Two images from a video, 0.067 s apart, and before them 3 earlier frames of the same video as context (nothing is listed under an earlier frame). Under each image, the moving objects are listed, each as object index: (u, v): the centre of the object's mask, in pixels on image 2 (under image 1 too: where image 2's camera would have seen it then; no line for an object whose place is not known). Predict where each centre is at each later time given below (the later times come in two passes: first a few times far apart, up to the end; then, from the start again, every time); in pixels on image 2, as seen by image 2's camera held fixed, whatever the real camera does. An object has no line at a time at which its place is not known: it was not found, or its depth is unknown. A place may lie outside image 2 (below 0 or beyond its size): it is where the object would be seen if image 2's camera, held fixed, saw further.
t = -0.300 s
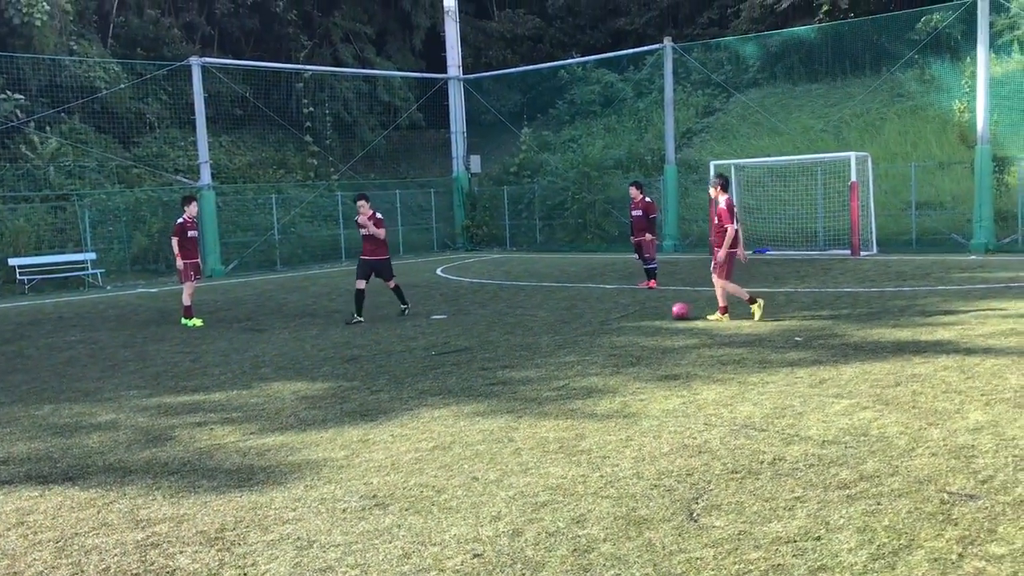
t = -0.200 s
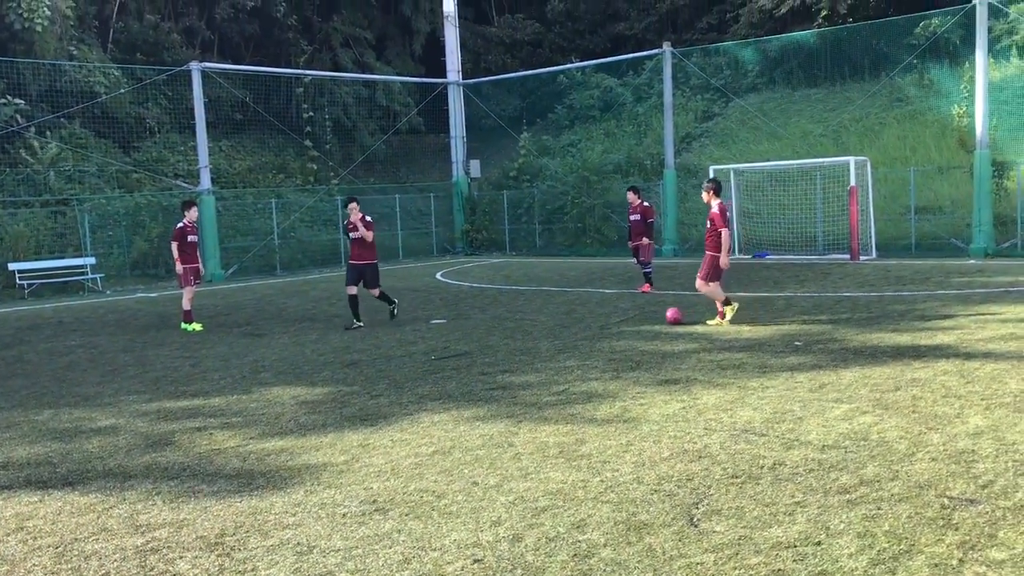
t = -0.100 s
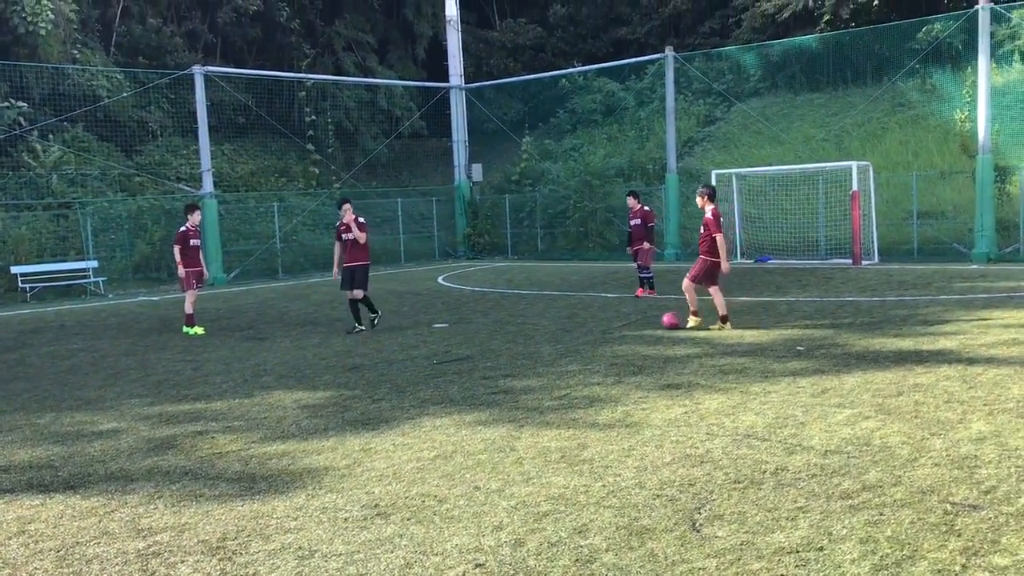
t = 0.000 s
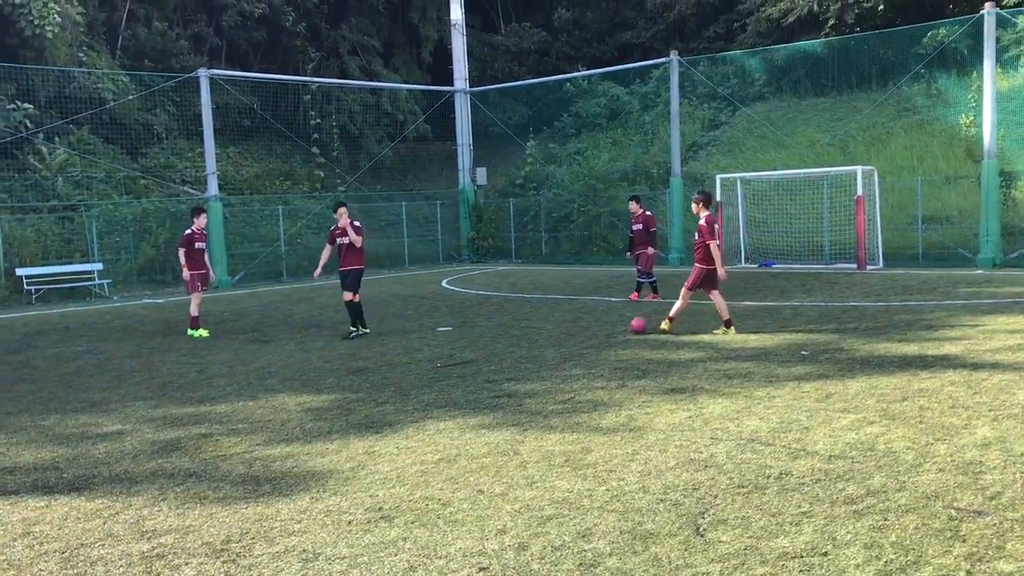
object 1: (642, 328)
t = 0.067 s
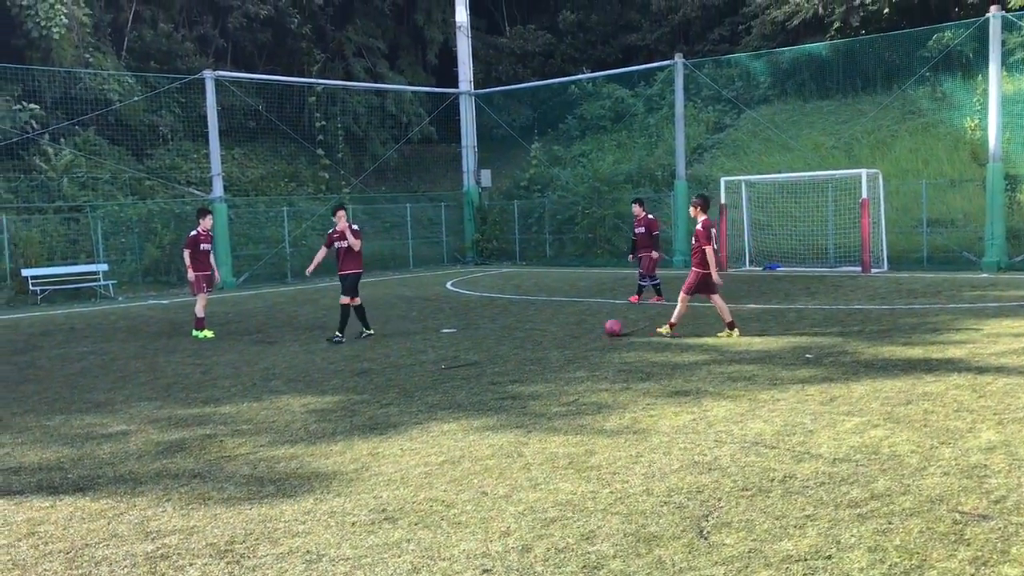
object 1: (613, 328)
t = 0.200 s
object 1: (563, 327)
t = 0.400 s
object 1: (502, 328)
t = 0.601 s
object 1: (450, 328)
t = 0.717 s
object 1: (422, 328)
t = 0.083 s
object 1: (605, 328)
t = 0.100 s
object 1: (599, 328)
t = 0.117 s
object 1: (593, 327)
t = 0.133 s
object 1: (586, 327)
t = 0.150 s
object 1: (580, 328)
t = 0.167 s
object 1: (574, 328)
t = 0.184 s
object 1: (568, 327)
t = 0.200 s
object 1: (563, 327)
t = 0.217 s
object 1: (557, 328)
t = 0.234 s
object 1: (551, 328)
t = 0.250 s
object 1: (546, 328)
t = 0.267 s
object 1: (541, 328)
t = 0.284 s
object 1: (536, 327)
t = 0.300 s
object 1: (531, 327)
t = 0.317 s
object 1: (527, 327)
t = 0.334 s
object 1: (522, 328)
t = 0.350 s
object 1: (517, 328)
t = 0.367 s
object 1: (512, 328)
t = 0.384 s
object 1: (508, 328)
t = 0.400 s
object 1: (502, 328)
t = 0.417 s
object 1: (498, 328)
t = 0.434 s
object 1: (494, 327)
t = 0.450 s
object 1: (489, 327)
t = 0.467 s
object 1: (485, 327)
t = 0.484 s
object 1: (480, 328)
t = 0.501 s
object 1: (476, 328)
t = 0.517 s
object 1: (472, 328)
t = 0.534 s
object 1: (468, 328)
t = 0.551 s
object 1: (463, 327)
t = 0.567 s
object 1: (459, 328)
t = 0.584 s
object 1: (454, 328)
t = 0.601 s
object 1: (450, 328)
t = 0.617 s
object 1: (446, 328)
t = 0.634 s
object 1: (442, 327)
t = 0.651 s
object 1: (438, 328)
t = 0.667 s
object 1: (434, 328)
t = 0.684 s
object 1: (431, 328)
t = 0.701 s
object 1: (426, 328)
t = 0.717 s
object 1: (422, 328)
